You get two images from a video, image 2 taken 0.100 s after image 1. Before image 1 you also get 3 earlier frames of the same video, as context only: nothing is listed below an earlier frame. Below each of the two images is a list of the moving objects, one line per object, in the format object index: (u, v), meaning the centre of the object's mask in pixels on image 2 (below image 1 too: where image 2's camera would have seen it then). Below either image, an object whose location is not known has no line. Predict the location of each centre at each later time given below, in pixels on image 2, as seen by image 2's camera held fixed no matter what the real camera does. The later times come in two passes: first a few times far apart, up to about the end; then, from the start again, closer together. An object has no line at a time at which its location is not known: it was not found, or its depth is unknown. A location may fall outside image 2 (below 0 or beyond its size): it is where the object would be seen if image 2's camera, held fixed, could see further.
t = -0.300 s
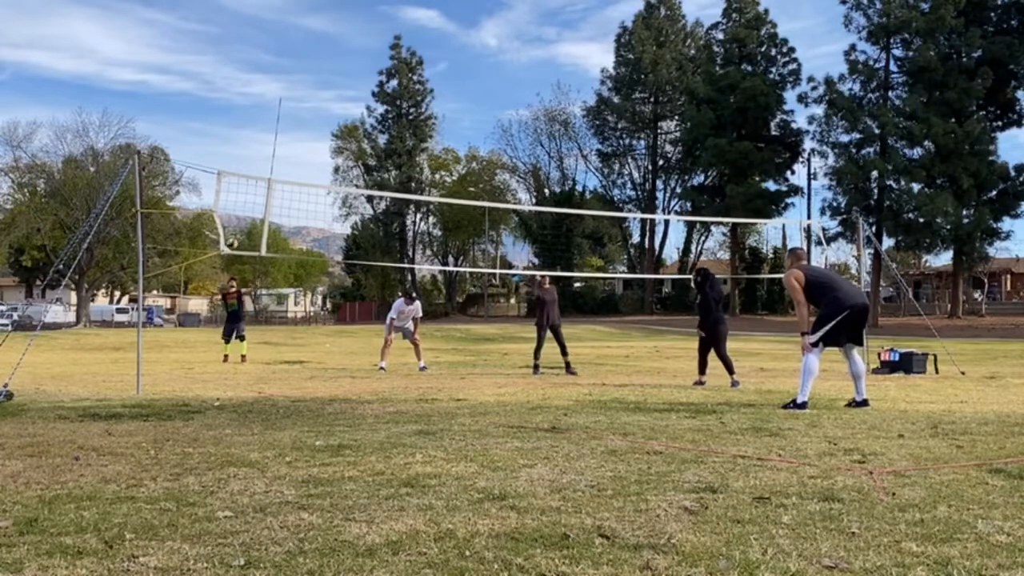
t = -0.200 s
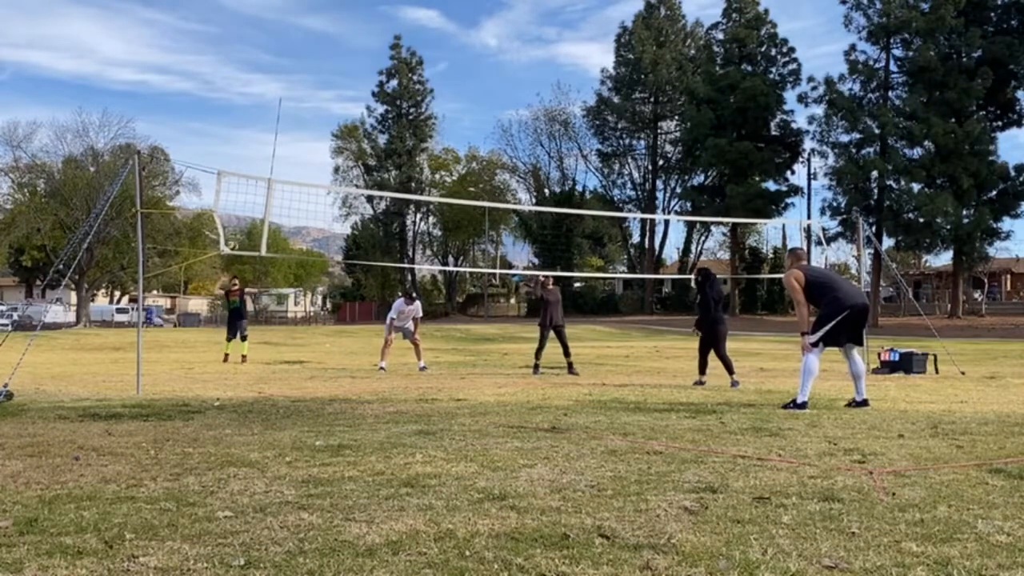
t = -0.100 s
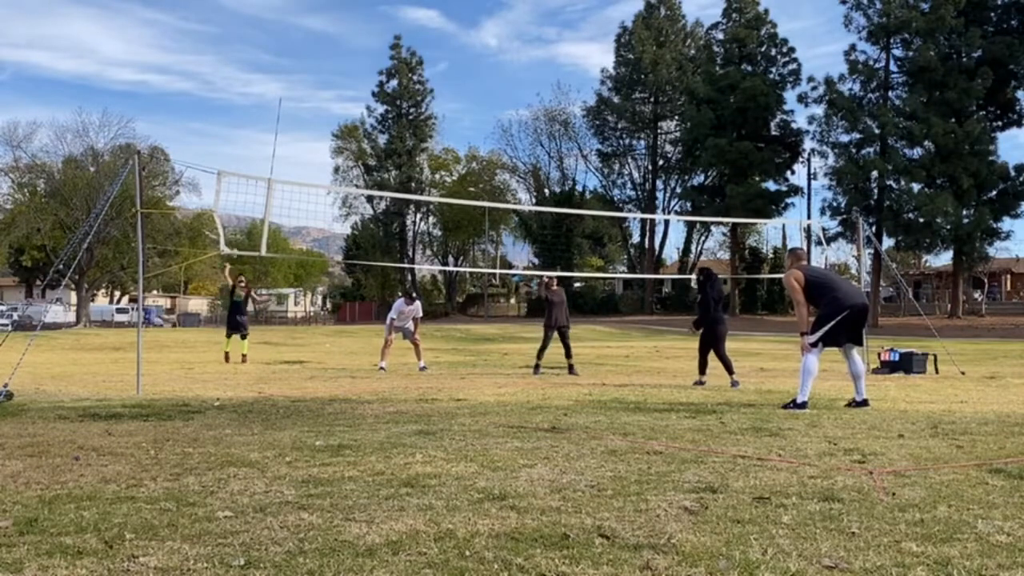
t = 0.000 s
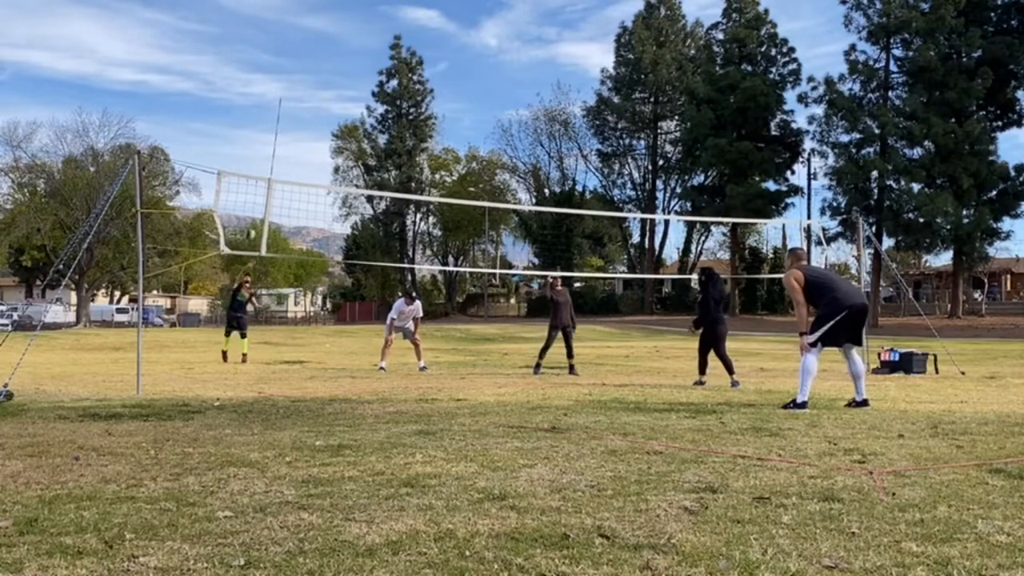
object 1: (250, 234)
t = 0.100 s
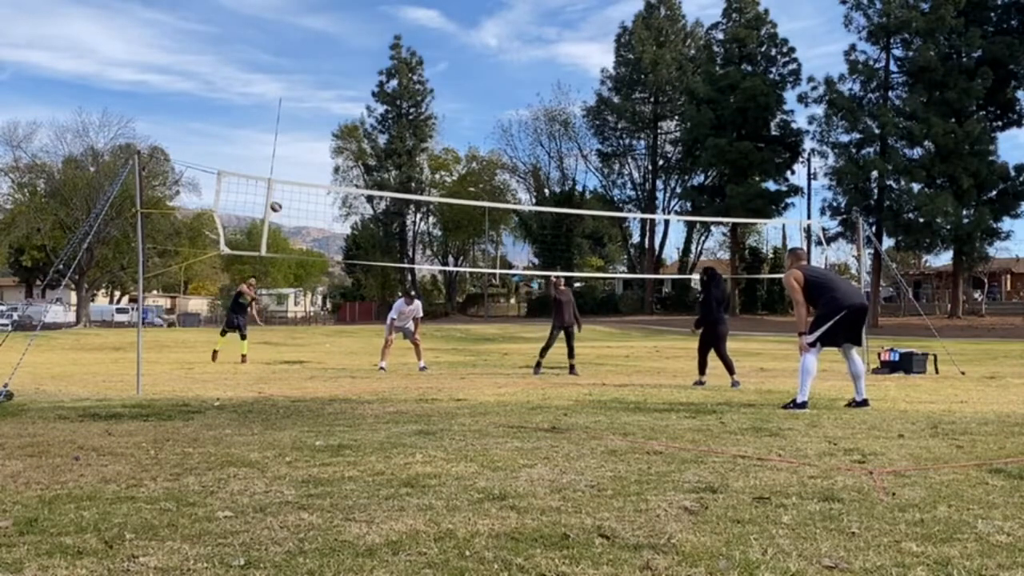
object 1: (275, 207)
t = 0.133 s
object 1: (285, 198)
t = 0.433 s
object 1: (375, 132)
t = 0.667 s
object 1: (461, 110)
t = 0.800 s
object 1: (519, 110)
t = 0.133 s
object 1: (285, 198)
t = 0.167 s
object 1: (294, 190)
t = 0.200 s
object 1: (304, 179)
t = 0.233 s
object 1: (313, 172)
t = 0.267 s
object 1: (324, 164)
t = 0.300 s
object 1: (332, 157)
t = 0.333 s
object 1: (344, 149)
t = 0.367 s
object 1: (354, 143)
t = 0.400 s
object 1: (364, 137)
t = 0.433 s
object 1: (375, 132)
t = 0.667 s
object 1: (461, 110)
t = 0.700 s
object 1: (475, 108)
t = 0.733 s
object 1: (489, 108)
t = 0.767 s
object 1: (503, 109)
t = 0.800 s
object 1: (519, 110)
